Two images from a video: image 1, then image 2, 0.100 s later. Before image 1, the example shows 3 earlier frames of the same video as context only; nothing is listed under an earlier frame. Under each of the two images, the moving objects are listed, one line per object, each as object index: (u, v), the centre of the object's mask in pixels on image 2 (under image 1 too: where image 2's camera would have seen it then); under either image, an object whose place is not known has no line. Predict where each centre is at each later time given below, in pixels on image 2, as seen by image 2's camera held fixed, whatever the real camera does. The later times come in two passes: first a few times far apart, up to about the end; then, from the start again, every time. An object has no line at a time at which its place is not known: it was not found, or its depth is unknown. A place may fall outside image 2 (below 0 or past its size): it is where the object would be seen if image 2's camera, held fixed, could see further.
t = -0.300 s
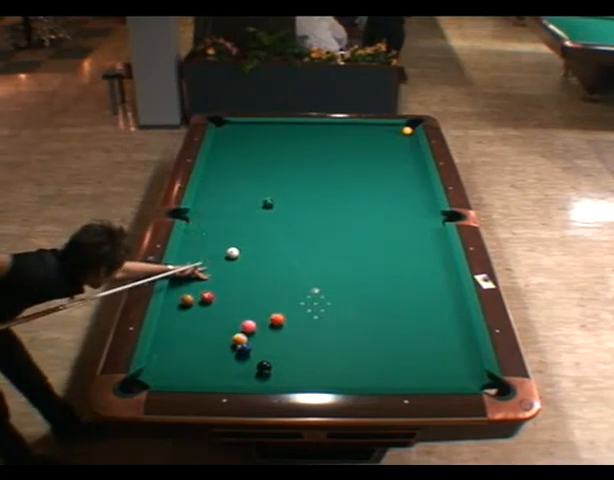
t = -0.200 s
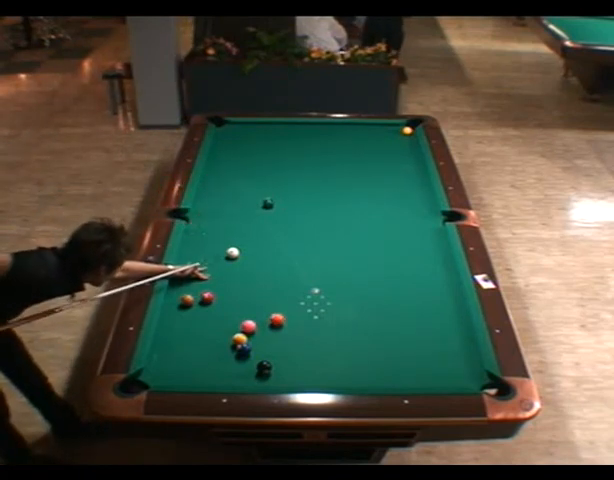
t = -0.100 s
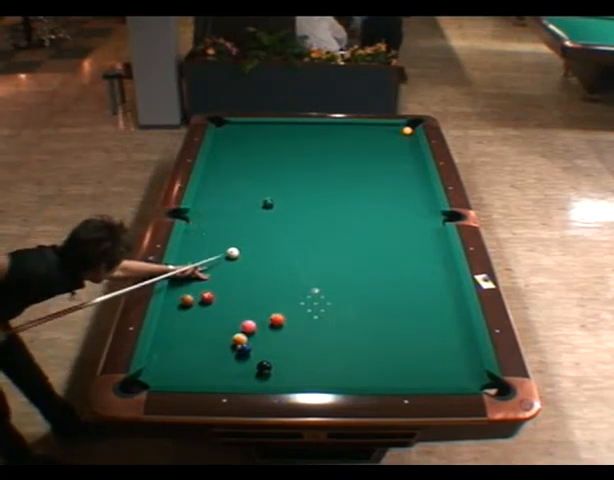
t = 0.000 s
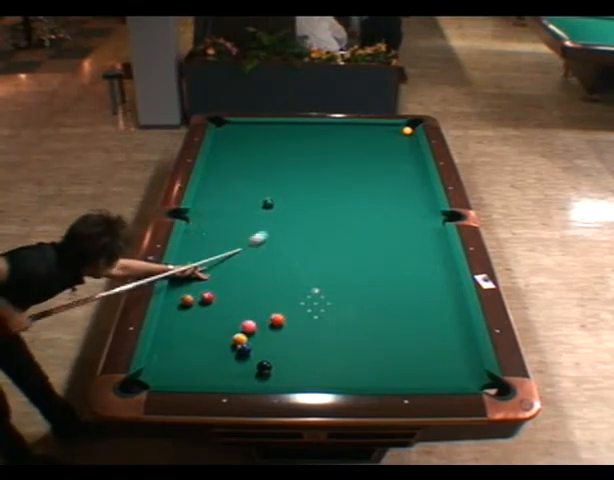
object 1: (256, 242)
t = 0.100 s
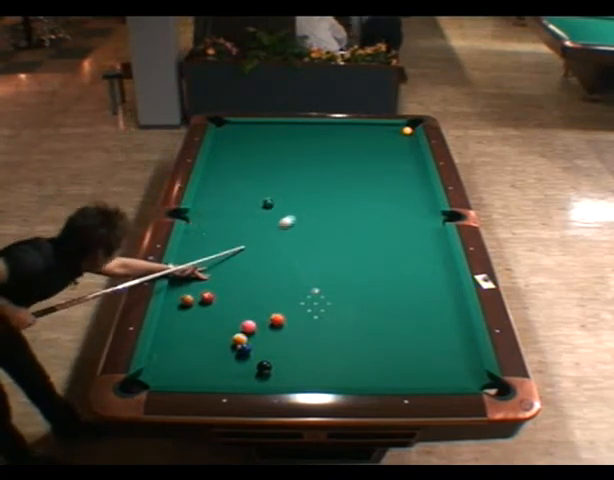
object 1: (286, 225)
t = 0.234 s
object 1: (316, 206)
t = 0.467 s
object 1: (354, 180)
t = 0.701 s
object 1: (387, 159)
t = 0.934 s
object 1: (413, 138)
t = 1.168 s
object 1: (384, 130)
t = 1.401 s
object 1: (359, 125)
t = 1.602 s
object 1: (335, 127)
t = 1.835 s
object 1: (307, 130)
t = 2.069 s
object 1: (279, 132)
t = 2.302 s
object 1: (252, 135)
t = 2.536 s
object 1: (226, 138)
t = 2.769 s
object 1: (223, 142)
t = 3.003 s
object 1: (236, 146)
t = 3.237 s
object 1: (248, 151)
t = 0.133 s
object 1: (294, 220)
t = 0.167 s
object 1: (302, 215)
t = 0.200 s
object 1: (309, 210)
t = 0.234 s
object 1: (316, 206)
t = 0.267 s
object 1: (322, 202)
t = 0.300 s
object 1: (327, 199)
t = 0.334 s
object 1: (333, 195)
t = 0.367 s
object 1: (338, 191)
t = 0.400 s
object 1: (344, 188)
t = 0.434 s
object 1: (349, 184)
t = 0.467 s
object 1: (354, 180)
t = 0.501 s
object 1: (359, 177)
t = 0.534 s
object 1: (364, 174)
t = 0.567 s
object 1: (368, 171)
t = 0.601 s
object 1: (373, 168)
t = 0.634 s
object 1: (378, 165)
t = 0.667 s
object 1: (382, 162)
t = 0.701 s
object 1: (387, 159)
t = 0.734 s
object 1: (391, 155)
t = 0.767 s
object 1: (395, 152)
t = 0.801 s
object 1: (399, 149)
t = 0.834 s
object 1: (403, 147)
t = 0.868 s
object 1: (407, 144)
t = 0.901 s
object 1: (411, 141)
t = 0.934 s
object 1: (413, 138)
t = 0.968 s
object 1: (409, 137)
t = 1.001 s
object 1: (405, 134)
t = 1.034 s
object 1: (400, 133)
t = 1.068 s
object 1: (396, 132)
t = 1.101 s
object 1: (392, 132)
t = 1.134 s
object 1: (388, 131)
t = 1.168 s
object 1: (384, 130)
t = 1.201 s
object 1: (381, 129)
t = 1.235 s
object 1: (377, 128)
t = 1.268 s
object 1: (373, 127)
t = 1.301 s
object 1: (370, 126)
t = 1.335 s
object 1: (366, 125)
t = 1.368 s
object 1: (363, 124)
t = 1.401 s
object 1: (359, 125)
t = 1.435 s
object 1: (355, 125)
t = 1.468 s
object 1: (351, 125)
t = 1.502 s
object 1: (347, 126)
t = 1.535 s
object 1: (343, 126)
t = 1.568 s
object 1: (338, 126)
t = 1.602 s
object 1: (335, 127)
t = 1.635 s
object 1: (331, 127)
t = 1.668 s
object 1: (327, 128)
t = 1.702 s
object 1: (323, 128)
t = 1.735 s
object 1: (319, 128)
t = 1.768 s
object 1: (315, 129)
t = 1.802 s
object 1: (311, 129)
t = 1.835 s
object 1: (307, 130)
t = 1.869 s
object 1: (303, 130)
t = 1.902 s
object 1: (299, 130)
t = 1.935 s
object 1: (295, 131)
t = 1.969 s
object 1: (291, 131)
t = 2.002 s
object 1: (287, 131)
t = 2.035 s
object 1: (283, 132)
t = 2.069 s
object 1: (279, 132)
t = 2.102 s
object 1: (276, 132)
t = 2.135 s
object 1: (272, 133)
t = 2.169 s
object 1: (268, 133)
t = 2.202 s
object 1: (264, 134)
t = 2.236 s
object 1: (260, 134)
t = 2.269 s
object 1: (256, 134)
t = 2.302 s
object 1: (252, 135)
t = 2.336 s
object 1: (249, 135)
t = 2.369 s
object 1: (245, 136)
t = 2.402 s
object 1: (241, 136)
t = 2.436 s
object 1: (237, 136)
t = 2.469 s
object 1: (233, 137)
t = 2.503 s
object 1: (229, 137)
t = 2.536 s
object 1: (226, 138)
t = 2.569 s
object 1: (222, 138)
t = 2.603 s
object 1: (218, 138)
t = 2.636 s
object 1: (216, 139)
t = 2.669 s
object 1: (218, 140)
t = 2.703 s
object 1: (220, 140)
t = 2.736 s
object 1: (222, 141)
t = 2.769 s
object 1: (223, 142)
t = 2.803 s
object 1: (225, 142)
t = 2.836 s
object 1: (227, 143)
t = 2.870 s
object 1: (229, 144)
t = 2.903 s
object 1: (230, 145)
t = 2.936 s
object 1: (232, 145)
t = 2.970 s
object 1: (234, 146)
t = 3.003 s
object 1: (236, 146)
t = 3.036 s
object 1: (237, 147)
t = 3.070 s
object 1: (239, 148)
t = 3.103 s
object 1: (241, 148)
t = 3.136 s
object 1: (242, 149)
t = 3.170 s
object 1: (244, 150)
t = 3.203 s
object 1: (246, 150)
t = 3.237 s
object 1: (248, 151)
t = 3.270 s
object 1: (249, 152)
